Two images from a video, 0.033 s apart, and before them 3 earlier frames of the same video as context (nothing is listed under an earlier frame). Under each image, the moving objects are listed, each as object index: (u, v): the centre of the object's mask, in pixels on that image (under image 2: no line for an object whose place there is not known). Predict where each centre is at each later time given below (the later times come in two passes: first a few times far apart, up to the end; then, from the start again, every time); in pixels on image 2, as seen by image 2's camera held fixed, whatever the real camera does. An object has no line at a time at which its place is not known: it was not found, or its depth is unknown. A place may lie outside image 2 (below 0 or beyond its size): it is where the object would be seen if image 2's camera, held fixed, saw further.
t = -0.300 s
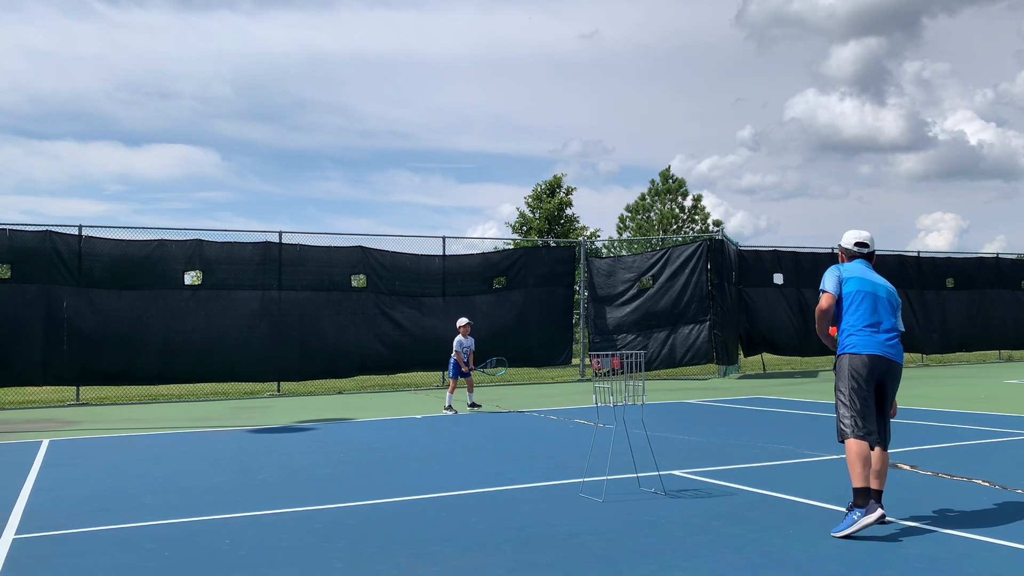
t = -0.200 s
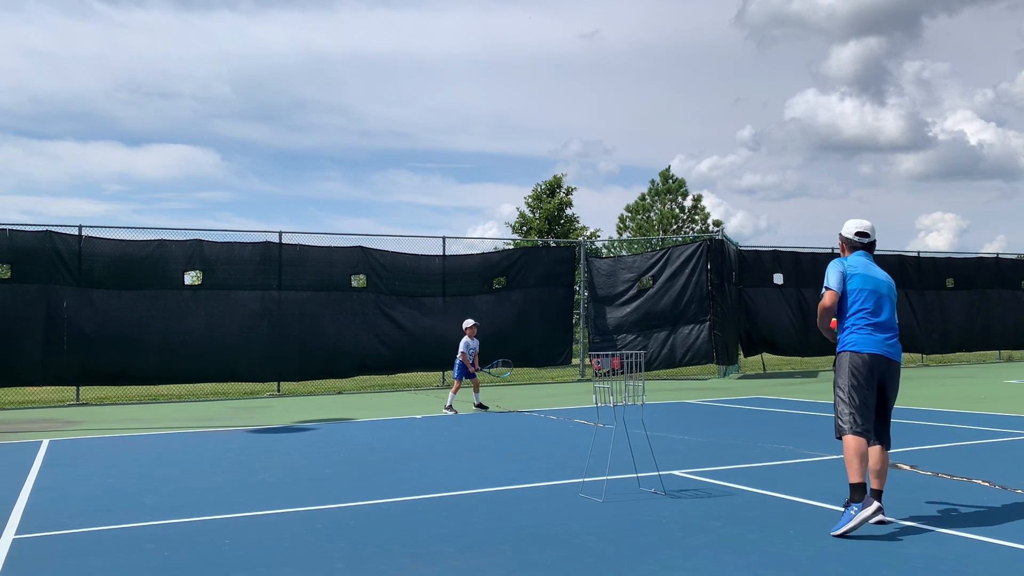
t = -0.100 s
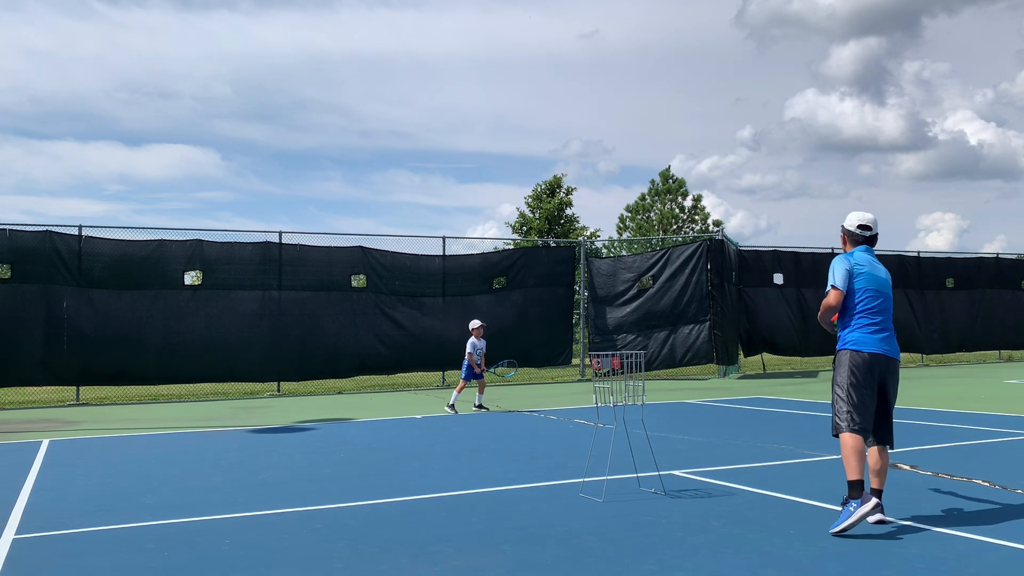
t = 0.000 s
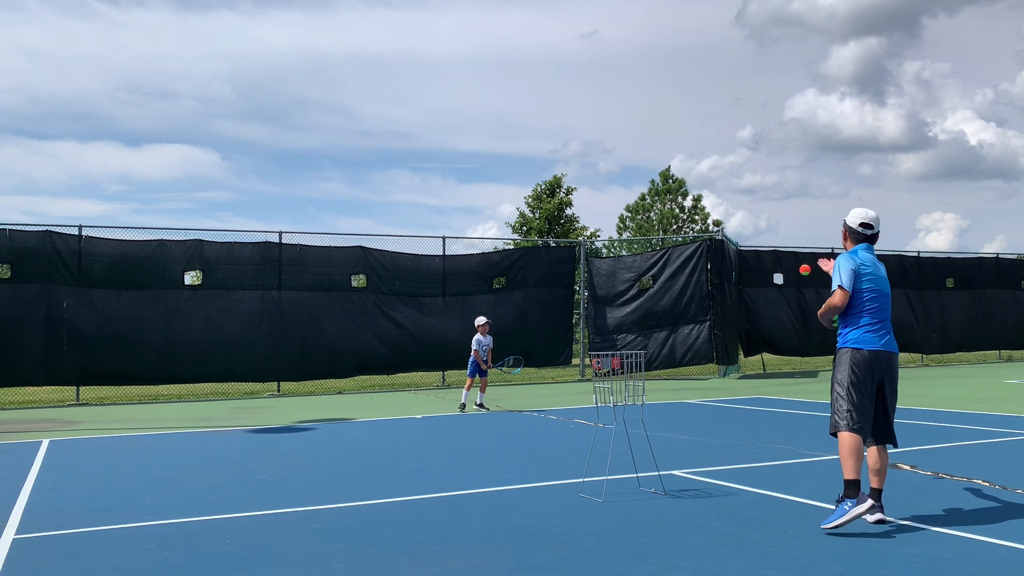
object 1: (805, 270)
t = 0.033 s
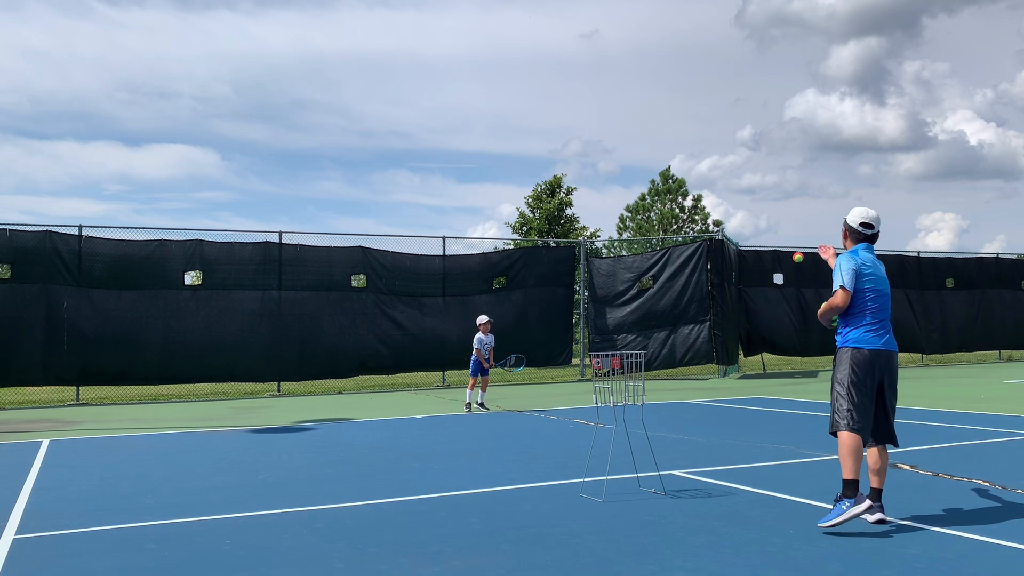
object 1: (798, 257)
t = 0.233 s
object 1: (764, 222)
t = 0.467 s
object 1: (737, 250)
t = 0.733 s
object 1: (716, 343)
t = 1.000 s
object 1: (701, 391)
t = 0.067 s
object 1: (791, 247)
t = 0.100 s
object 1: (785, 238)
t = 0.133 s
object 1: (779, 231)
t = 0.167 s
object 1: (774, 227)
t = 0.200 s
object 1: (769, 224)
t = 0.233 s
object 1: (764, 222)
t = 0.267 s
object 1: (760, 222)
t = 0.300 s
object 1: (755, 224)
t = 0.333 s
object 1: (751, 227)
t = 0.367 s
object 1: (747, 231)
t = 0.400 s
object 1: (743, 236)
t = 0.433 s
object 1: (740, 242)
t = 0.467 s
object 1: (737, 250)
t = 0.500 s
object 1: (733, 258)
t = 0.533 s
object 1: (730, 268)
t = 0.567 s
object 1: (727, 278)
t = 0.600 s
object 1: (725, 289)
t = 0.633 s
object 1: (722, 302)
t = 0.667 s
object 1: (720, 315)
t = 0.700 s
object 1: (718, 328)
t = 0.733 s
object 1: (716, 343)
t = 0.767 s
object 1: (714, 358)
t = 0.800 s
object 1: (712, 374)
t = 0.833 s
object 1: (710, 390)
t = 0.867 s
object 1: (709, 408)
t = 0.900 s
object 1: (708, 426)
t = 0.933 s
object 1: (705, 416)
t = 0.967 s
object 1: (703, 402)
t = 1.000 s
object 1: (701, 391)
